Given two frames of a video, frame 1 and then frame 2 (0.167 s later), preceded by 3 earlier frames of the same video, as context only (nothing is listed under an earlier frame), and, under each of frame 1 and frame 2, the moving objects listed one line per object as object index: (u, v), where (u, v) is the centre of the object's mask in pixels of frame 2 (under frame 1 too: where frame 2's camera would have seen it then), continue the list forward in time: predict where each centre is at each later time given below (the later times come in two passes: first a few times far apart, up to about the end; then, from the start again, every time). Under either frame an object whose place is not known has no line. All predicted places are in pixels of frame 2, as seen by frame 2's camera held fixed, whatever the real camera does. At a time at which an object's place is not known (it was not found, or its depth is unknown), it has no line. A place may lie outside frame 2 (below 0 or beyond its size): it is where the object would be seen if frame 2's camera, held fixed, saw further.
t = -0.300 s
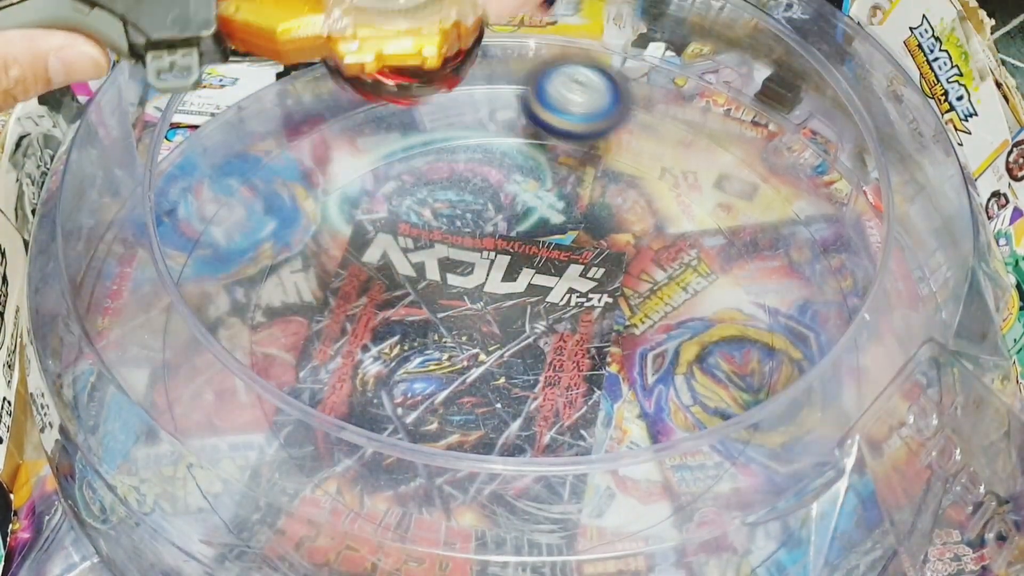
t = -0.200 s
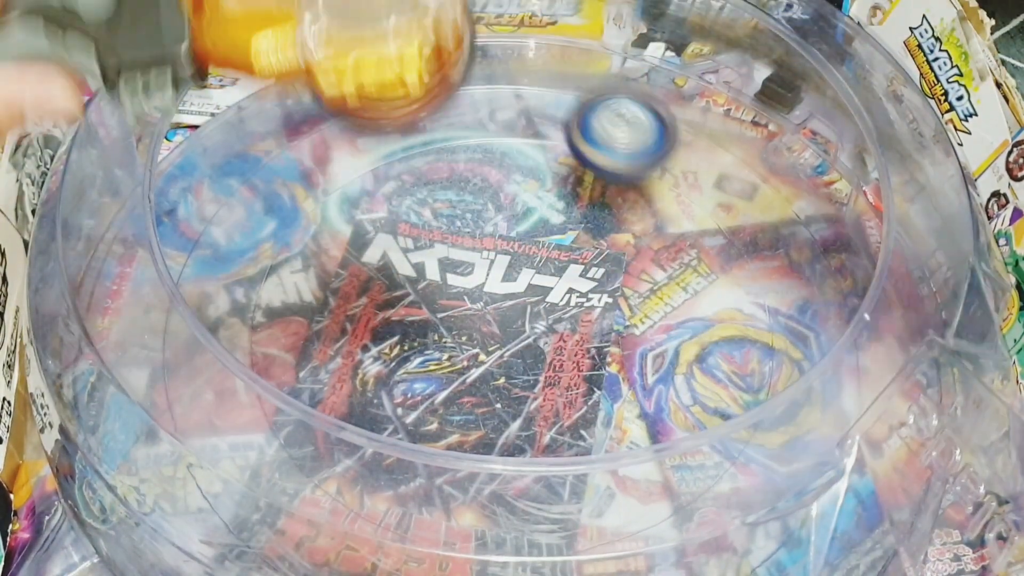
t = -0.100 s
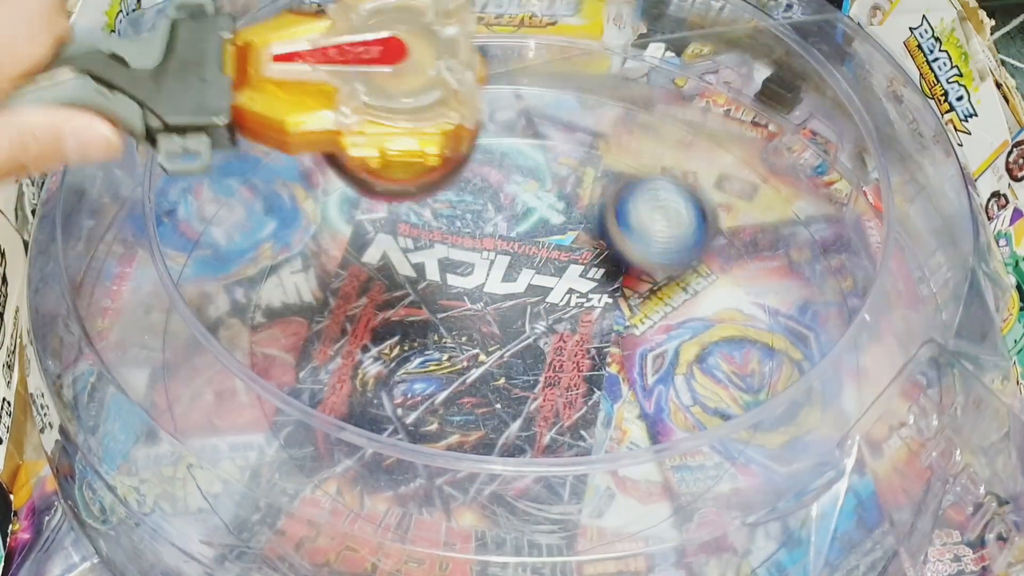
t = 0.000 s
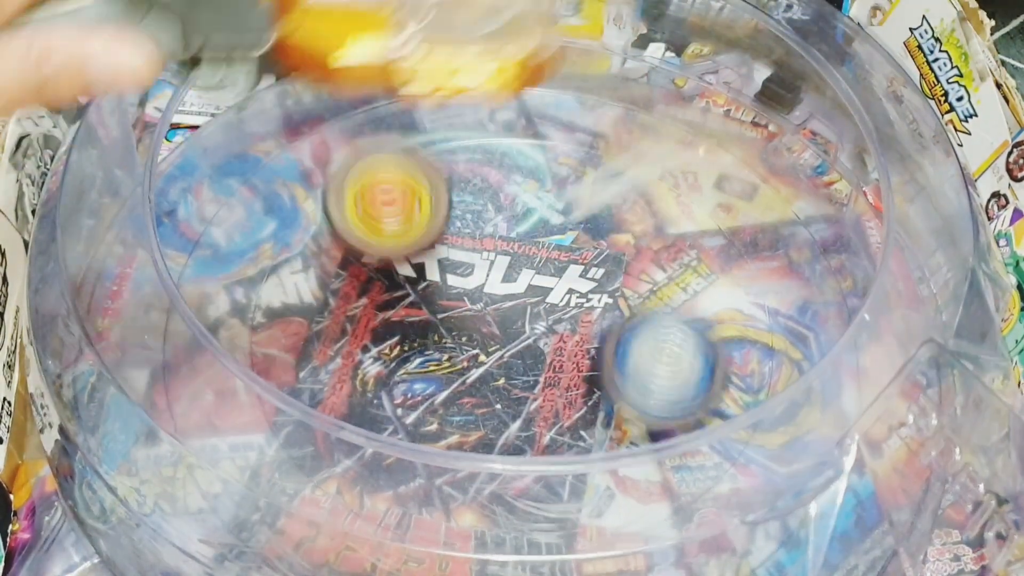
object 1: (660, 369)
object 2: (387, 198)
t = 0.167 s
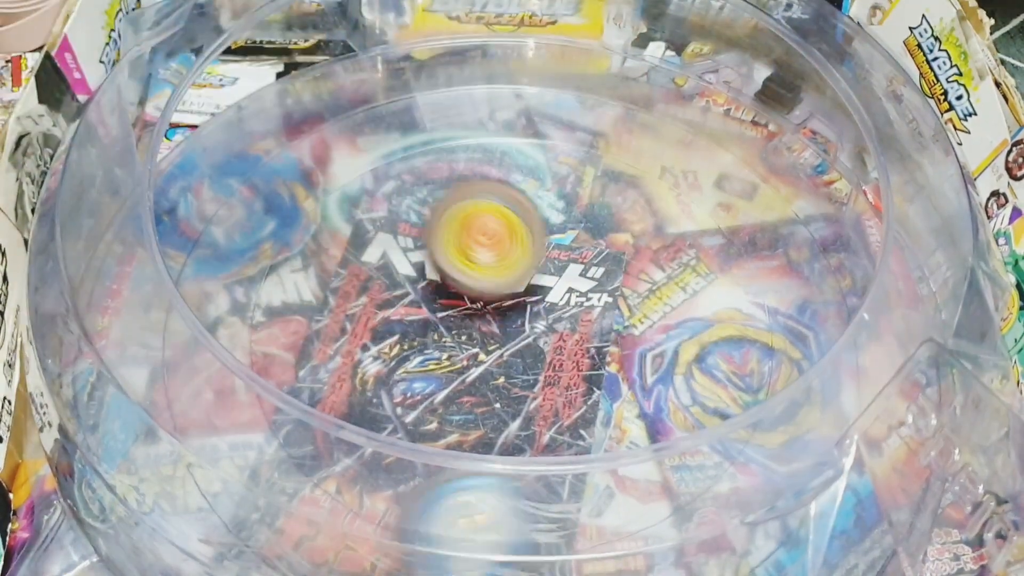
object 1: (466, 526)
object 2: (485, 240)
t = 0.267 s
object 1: (326, 531)
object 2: (565, 279)
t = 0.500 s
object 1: (198, 379)
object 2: (688, 280)
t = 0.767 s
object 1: (212, 233)
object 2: (634, 178)
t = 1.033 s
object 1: (313, 162)
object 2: (472, 195)
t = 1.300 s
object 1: (601, 215)
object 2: (590, 397)
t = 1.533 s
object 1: (848, 316)
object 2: (706, 516)
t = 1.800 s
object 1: (772, 351)
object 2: (764, 493)
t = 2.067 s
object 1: (605, 310)
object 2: (782, 429)
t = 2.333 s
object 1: (451, 287)
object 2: (746, 276)
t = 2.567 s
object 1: (489, 264)
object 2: (626, 172)
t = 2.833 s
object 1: (466, 345)
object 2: (551, 206)
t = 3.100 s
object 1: (336, 348)
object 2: (547, 260)
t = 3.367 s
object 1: (325, 228)
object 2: (547, 285)
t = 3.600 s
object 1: (497, 210)
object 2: (579, 295)
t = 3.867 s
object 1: (545, 284)
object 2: (741, 386)
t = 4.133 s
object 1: (424, 347)
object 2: (834, 425)
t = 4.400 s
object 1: (451, 236)
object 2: (835, 426)
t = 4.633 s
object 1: (599, 343)
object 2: (826, 442)
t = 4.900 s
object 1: (447, 403)
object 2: (807, 469)
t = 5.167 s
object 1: (409, 281)
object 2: (793, 482)
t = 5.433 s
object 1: (630, 319)
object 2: (752, 500)
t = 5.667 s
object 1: (539, 442)
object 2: (718, 508)
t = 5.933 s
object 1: (392, 344)
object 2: (678, 502)
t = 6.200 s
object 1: (593, 248)
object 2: (624, 365)
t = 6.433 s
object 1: (682, 281)
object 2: (544, 332)
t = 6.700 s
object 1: (585, 391)
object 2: (456, 337)
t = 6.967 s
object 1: (524, 351)
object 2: (357, 328)
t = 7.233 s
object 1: (603, 289)
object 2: (361, 338)
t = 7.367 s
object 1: (638, 316)
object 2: (402, 334)
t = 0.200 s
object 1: (423, 528)
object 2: (511, 255)
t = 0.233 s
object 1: (375, 531)
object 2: (538, 267)
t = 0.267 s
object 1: (326, 531)
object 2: (565, 279)
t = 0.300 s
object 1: (287, 522)
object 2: (590, 288)
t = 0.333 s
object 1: (262, 510)
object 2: (614, 292)
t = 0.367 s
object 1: (244, 481)
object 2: (636, 294)
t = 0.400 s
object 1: (230, 457)
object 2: (654, 294)
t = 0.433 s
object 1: (214, 433)
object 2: (670, 292)
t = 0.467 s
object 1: (199, 410)
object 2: (681, 287)
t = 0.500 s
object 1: (198, 379)
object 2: (688, 280)
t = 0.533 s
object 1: (187, 359)
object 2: (692, 272)
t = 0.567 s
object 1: (181, 339)
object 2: (692, 261)
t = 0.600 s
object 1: (181, 317)
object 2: (688, 250)
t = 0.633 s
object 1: (184, 297)
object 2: (682, 237)
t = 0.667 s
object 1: (187, 279)
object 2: (673, 223)
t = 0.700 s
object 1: (193, 262)
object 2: (661, 207)
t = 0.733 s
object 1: (209, 245)
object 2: (649, 191)
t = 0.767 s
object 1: (212, 233)
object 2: (634, 178)
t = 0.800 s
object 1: (218, 220)
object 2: (616, 165)
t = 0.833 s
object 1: (228, 206)
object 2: (595, 157)
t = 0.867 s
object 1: (241, 197)
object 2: (572, 152)
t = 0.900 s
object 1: (254, 189)
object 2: (548, 154)
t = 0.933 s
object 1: (267, 181)
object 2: (525, 157)
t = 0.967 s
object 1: (281, 173)
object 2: (504, 164)
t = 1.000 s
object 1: (296, 168)
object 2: (486, 178)
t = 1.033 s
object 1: (313, 162)
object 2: (472, 195)
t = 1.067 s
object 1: (330, 158)
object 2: (463, 217)
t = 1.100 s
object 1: (352, 156)
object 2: (459, 249)
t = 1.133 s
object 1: (381, 157)
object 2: (463, 282)
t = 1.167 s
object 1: (415, 162)
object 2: (474, 316)
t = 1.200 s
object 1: (456, 172)
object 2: (492, 347)
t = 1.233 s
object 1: (500, 183)
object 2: (521, 371)
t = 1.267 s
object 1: (547, 197)
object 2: (554, 389)
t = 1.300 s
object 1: (601, 215)
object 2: (590, 397)
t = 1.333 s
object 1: (643, 237)
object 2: (623, 399)
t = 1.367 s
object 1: (689, 267)
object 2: (662, 406)
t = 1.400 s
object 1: (727, 301)
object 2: (690, 405)
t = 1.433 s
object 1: (764, 302)
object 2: (702, 443)
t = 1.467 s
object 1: (796, 304)
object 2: (704, 473)
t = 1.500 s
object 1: (820, 307)
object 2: (706, 501)
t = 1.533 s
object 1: (848, 316)
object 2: (706, 516)
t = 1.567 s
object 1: (853, 320)
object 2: (708, 520)
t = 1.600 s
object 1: (849, 326)
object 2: (713, 525)
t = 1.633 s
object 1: (840, 334)
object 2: (719, 527)
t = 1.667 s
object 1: (829, 340)
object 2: (727, 528)
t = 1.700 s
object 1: (817, 345)
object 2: (731, 523)
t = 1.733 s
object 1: (790, 339)
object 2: (737, 517)
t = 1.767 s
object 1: (781, 345)
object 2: (746, 508)
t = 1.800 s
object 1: (772, 351)
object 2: (764, 493)
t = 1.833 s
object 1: (765, 352)
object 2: (773, 487)
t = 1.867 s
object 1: (762, 340)
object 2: (781, 491)
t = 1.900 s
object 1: (749, 332)
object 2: (792, 491)
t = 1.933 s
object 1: (726, 321)
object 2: (792, 482)
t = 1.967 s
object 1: (699, 314)
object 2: (790, 471)
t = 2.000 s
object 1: (669, 310)
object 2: (789, 458)
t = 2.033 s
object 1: (638, 309)
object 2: (782, 444)
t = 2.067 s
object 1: (605, 310)
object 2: (782, 429)
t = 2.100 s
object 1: (571, 313)
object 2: (782, 415)
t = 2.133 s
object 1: (539, 318)
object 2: (787, 402)
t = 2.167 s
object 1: (512, 319)
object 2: (765, 359)
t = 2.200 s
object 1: (489, 317)
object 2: (770, 347)
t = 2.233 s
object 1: (471, 312)
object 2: (773, 336)
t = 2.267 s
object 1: (459, 306)
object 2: (771, 322)
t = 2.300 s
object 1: (452, 298)
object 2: (762, 301)
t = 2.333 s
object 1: (451, 287)
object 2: (746, 276)
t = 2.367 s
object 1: (456, 276)
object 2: (728, 252)
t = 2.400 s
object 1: (465, 266)
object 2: (705, 232)
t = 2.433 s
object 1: (480, 256)
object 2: (677, 214)
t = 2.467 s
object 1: (500, 248)
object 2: (645, 203)
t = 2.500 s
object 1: (511, 245)
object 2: (627, 195)
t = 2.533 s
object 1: (497, 254)
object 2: (630, 179)
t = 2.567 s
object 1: (489, 264)
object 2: (626, 172)
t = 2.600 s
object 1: (483, 276)
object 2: (618, 171)
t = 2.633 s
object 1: (484, 285)
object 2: (607, 172)
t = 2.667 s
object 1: (486, 293)
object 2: (595, 179)
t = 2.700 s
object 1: (490, 300)
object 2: (582, 189)
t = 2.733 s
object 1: (495, 304)
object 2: (566, 201)
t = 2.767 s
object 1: (490, 318)
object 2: (557, 207)
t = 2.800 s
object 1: (478, 334)
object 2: (556, 204)
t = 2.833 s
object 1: (466, 345)
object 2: (551, 206)
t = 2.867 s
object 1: (455, 353)
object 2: (543, 213)
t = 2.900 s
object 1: (445, 357)
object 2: (533, 222)
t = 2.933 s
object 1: (435, 354)
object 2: (522, 237)
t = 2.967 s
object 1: (428, 348)
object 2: (510, 255)
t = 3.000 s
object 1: (407, 351)
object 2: (513, 262)
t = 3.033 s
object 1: (378, 355)
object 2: (528, 260)
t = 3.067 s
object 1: (354, 355)
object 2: (539, 260)
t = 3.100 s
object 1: (336, 348)
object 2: (547, 260)
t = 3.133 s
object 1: (320, 337)
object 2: (551, 262)
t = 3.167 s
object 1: (313, 323)
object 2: (553, 264)
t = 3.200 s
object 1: (308, 308)
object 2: (552, 267)
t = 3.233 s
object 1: (304, 292)
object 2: (550, 271)
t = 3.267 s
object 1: (305, 276)
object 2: (548, 275)
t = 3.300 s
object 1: (309, 261)
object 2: (547, 279)
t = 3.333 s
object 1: (316, 244)
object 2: (546, 283)
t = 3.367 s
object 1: (325, 228)
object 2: (547, 285)
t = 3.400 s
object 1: (339, 215)
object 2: (548, 289)
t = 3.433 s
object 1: (358, 204)
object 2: (552, 292)
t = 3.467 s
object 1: (381, 196)
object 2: (558, 295)
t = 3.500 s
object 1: (410, 192)
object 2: (565, 296)
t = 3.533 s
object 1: (439, 193)
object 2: (571, 296)
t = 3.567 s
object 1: (468, 200)
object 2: (576, 295)
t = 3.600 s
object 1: (497, 210)
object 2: (579, 295)
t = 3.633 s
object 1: (515, 213)
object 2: (596, 308)
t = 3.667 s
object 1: (532, 219)
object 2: (611, 321)
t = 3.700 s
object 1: (549, 232)
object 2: (623, 330)
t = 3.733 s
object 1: (561, 248)
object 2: (632, 334)
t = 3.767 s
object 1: (561, 253)
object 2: (658, 354)
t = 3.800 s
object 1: (554, 258)
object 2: (687, 370)
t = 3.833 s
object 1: (549, 270)
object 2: (711, 373)
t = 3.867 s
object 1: (545, 284)
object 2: (741, 386)
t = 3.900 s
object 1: (539, 302)
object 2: (763, 389)
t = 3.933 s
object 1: (531, 320)
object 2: (787, 402)
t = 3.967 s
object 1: (519, 337)
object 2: (794, 401)
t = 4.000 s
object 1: (502, 348)
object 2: (816, 412)
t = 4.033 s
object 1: (483, 356)
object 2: (836, 429)
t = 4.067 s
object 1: (462, 358)
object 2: (841, 429)
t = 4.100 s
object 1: (442, 353)
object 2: (838, 429)
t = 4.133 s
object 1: (424, 347)
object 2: (834, 425)
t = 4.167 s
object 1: (410, 336)
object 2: (821, 412)
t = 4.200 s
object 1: (399, 320)
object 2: (822, 412)
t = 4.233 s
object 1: (396, 305)
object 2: (833, 430)
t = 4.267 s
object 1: (395, 287)
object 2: (838, 430)
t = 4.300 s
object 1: (400, 269)
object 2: (837, 432)
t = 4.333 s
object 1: (412, 256)
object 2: (836, 427)
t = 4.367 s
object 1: (430, 245)
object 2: (833, 430)
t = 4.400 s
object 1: (451, 236)
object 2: (835, 426)
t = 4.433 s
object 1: (478, 234)
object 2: (834, 436)
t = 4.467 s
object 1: (504, 237)
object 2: (835, 437)
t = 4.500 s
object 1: (533, 249)
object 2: (835, 431)
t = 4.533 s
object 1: (559, 265)
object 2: (831, 436)
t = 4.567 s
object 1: (580, 289)
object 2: (831, 437)
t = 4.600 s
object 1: (594, 314)
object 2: (830, 444)
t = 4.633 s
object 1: (599, 343)
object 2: (826, 442)
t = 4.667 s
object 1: (593, 369)
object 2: (826, 445)
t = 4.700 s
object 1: (581, 394)
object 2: (824, 447)
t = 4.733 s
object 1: (562, 404)
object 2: (818, 450)
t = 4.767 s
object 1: (541, 411)
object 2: (820, 457)
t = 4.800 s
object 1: (515, 411)
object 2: (816, 455)
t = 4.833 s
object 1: (493, 412)
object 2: (815, 459)
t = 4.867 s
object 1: (469, 408)
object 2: (810, 464)
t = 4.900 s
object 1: (447, 403)
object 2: (807, 469)
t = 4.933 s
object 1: (426, 396)
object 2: (806, 472)
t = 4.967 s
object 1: (408, 387)
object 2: (804, 475)
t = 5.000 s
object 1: (394, 373)
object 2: (804, 477)
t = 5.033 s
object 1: (383, 356)
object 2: (800, 477)
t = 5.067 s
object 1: (381, 337)
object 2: (801, 478)
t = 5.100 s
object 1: (384, 318)
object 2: (797, 480)
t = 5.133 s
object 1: (393, 299)
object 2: (795, 481)
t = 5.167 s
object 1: (409, 281)
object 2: (793, 482)
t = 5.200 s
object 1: (433, 267)
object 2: (790, 484)
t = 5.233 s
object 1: (460, 256)
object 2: (787, 486)
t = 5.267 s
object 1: (493, 254)
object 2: (785, 487)
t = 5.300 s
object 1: (524, 253)
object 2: (779, 490)
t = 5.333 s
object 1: (558, 261)
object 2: (774, 493)
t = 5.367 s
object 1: (586, 275)
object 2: (763, 492)
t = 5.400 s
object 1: (612, 294)
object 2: (761, 498)
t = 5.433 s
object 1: (630, 319)
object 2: (752, 500)
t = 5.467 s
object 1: (637, 342)
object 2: (748, 503)
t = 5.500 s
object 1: (636, 367)
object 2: (742, 506)
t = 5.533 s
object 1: (628, 389)
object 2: (738, 507)
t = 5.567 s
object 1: (610, 404)
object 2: (734, 508)
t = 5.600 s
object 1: (588, 415)
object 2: (729, 508)
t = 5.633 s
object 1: (564, 436)
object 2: (723, 508)
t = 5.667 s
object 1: (539, 442)
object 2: (718, 508)
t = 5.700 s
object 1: (509, 444)
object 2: (712, 509)
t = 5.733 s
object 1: (480, 437)
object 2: (707, 509)
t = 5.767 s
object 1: (459, 420)
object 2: (700, 508)
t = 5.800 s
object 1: (435, 411)
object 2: (695, 507)
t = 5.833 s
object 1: (414, 400)
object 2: (691, 506)
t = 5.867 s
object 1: (399, 388)
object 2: (686, 505)
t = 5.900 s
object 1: (392, 368)
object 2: (682, 503)
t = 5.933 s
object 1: (392, 344)
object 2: (678, 502)
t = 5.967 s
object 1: (398, 319)
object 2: (667, 475)
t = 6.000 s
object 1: (413, 298)
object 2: (662, 463)
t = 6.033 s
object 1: (431, 279)
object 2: (655, 445)
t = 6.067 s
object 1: (460, 262)
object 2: (641, 411)
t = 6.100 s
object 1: (492, 248)
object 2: (640, 403)
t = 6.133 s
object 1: (528, 240)
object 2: (637, 394)
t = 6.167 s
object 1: (561, 241)
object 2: (632, 382)
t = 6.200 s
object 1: (593, 248)
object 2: (624, 365)
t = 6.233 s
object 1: (618, 252)
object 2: (618, 359)
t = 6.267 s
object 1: (632, 247)
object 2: (612, 364)
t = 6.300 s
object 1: (645, 245)
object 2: (601, 364)
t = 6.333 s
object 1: (657, 249)
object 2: (588, 359)
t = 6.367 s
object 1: (668, 257)
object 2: (574, 351)
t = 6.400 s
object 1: (676, 268)
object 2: (559, 341)
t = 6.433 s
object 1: (682, 281)
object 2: (544, 332)
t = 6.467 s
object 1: (684, 299)
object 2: (531, 324)
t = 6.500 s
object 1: (682, 317)
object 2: (515, 319)
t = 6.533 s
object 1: (675, 332)
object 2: (502, 316)
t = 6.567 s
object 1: (663, 350)
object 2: (490, 316)
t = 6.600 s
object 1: (648, 364)
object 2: (479, 319)
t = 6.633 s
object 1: (626, 377)
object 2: (470, 325)
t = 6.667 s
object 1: (603, 385)
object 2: (464, 332)
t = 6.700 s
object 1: (585, 391)
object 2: (456, 337)
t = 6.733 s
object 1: (584, 399)
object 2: (429, 330)
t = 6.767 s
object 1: (577, 403)
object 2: (411, 326)
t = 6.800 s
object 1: (565, 403)
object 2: (399, 323)
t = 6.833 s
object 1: (551, 401)
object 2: (393, 323)
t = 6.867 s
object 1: (534, 393)
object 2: (390, 325)
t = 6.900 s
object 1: (516, 380)
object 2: (388, 328)
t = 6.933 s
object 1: (519, 366)
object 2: (370, 328)
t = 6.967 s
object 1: (524, 351)
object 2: (357, 328)
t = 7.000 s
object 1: (529, 337)
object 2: (349, 329)
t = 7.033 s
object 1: (535, 324)
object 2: (346, 330)
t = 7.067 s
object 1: (543, 313)
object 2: (345, 332)
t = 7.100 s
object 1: (554, 304)
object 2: (345, 334)
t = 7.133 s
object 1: (566, 296)
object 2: (347, 335)
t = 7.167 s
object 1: (578, 291)
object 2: (351, 336)
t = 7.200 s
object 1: (590, 289)
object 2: (355, 337)
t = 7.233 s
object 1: (603, 289)
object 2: (361, 338)
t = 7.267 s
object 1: (615, 292)
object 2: (369, 337)
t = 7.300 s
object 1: (625, 299)
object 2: (379, 336)
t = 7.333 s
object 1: (633, 307)
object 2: (390, 335)
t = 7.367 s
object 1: (638, 316)
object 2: (402, 334)
